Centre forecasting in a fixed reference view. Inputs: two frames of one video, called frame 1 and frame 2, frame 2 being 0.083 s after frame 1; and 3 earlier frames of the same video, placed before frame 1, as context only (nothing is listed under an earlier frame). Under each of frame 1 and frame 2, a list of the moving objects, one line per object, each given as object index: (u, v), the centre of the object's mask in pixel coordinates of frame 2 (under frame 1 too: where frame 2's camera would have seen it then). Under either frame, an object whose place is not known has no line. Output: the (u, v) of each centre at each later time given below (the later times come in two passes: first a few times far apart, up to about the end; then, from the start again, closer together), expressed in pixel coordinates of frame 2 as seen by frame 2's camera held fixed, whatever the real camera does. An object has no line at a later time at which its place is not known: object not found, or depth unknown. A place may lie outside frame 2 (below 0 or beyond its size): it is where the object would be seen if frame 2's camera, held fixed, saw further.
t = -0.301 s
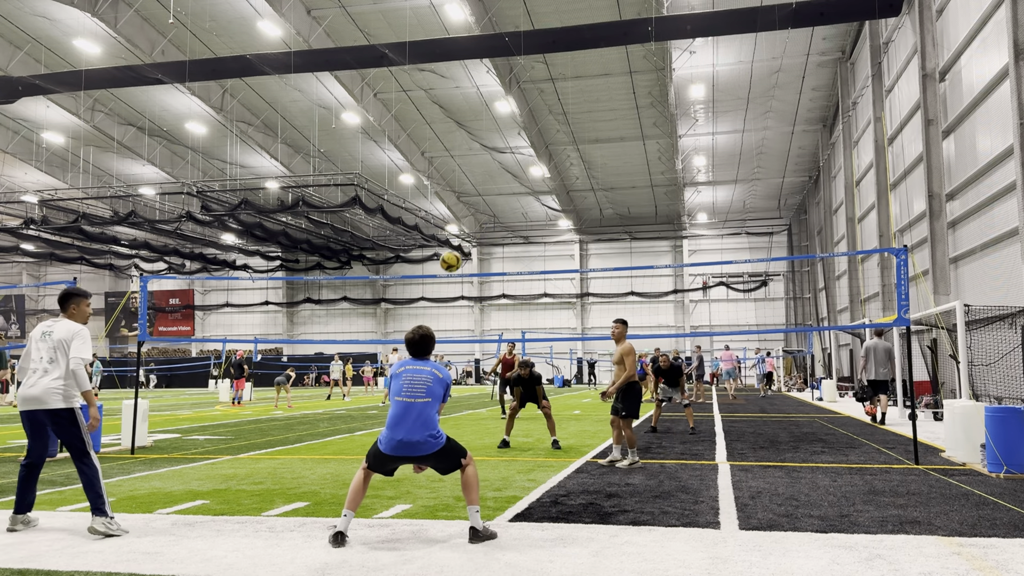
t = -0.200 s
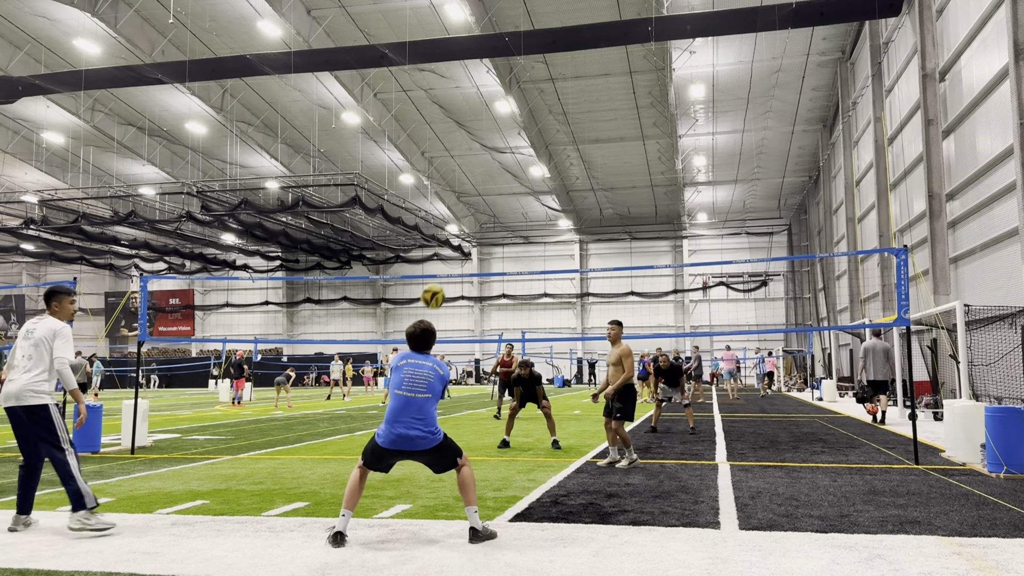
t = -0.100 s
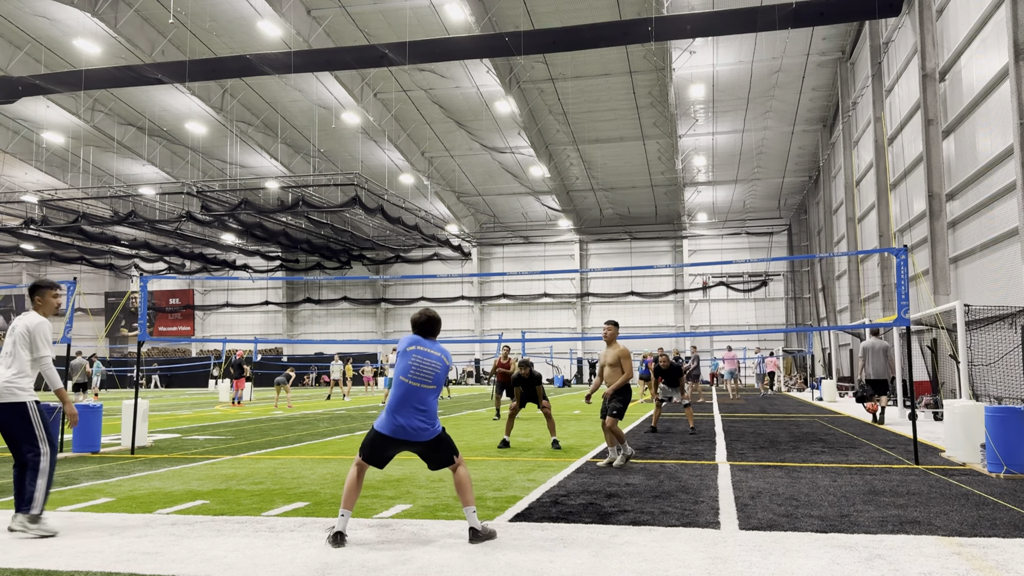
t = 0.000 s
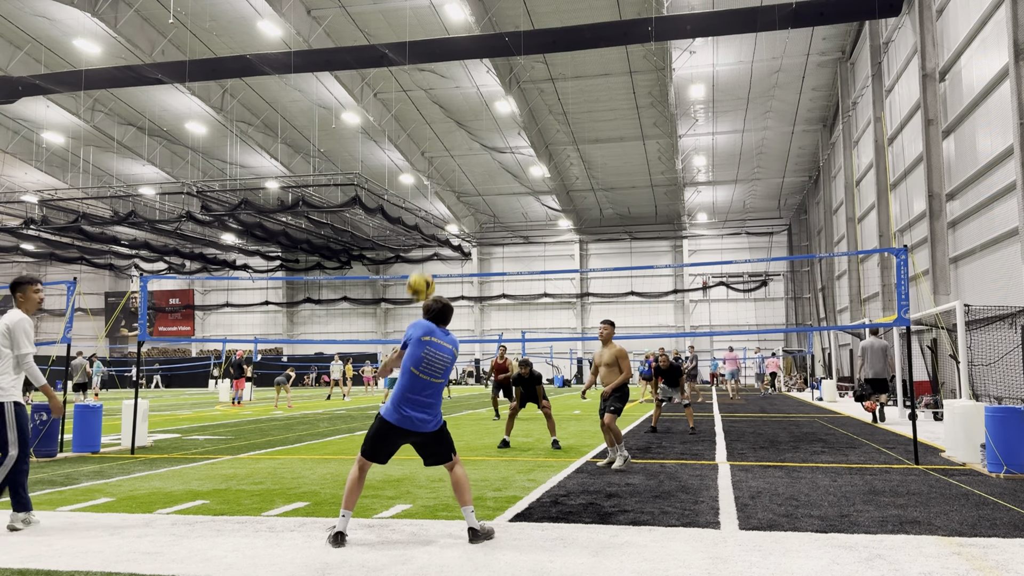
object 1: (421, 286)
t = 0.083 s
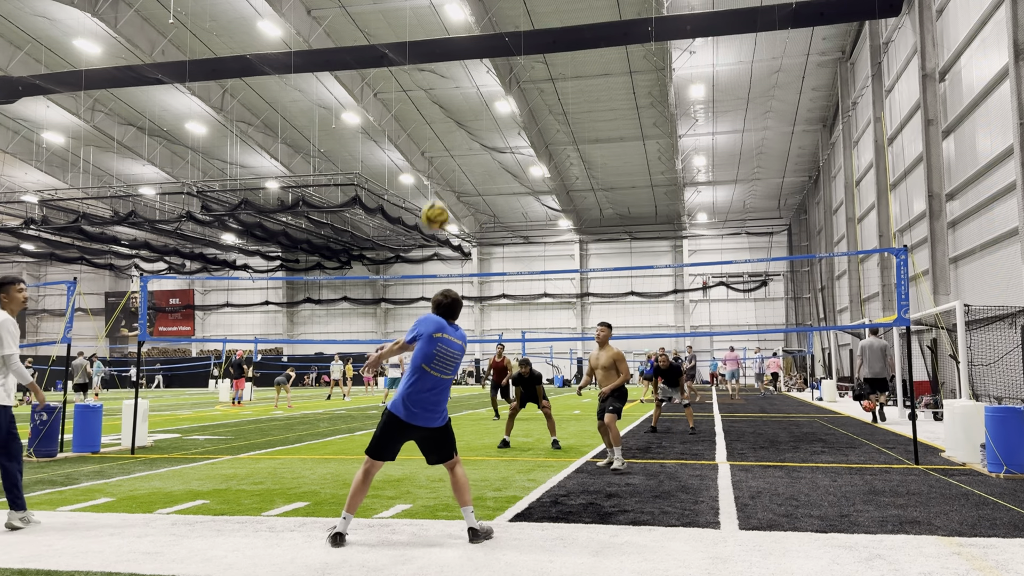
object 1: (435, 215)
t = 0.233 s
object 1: (457, 120)
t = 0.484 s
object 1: (489, 41)
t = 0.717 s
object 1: (514, 33)
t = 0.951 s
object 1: (536, 77)
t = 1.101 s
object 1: (549, 128)
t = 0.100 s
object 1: (438, 201)
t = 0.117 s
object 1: (441, 190)
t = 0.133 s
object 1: (443, 178)
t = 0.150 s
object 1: (445, 167)
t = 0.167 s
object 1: (448, 157)
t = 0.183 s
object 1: (451, 148)
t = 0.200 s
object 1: (453, 138)
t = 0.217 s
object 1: (455, 129)
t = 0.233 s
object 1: (457, 120)
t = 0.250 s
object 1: (460, 112)
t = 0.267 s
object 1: (462, 106)
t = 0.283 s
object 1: (464, 98)
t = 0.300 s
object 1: (467, 91)
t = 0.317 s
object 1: (469, 85)
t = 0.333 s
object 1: (471, 79)
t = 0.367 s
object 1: (475, 67)
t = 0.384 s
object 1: (477, 62)
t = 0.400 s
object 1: (479, 57)
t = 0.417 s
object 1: (481, 54)
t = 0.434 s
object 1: (483, 50)
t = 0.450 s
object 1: (485, 47)
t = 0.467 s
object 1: (487, 43)
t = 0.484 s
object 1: (489, 41)
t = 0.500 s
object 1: (490, 38)
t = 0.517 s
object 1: (492, 36)
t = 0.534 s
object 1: (494, 34)
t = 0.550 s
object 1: (496, 32)
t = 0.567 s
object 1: (498, 31)
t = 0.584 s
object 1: (500, 30)
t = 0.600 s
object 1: (502, 29)
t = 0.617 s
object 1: (504, 29)
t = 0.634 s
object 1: (505, 29)
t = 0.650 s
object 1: (507, 29)
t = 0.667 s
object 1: (509, 30)
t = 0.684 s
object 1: (510, 31)
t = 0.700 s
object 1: (512, 32)
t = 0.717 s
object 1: (514, 33)
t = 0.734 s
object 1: (515, 35)
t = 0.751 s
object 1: (517, 37)
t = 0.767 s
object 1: (519, 39)
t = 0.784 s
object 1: (520, 41)
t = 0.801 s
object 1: (522, 43)
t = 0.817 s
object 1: (524, 46)
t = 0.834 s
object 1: (525, 49)
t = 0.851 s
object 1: (527, 53)
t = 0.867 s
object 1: (528, 56)
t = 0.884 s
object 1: (530, 60)
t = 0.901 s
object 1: (532, 64)
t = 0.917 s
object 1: (533, 68)
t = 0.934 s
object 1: (535, 73)
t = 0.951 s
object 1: (536, 77)
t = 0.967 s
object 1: (538, 82)
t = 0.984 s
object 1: (539, 87)
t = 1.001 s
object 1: (540, 92)
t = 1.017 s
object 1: (542, 98)
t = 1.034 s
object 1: (543, 104)
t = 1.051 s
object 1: (545, 109)
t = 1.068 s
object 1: (546, 116)
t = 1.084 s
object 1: (547, 122)
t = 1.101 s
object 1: (549, 128)
